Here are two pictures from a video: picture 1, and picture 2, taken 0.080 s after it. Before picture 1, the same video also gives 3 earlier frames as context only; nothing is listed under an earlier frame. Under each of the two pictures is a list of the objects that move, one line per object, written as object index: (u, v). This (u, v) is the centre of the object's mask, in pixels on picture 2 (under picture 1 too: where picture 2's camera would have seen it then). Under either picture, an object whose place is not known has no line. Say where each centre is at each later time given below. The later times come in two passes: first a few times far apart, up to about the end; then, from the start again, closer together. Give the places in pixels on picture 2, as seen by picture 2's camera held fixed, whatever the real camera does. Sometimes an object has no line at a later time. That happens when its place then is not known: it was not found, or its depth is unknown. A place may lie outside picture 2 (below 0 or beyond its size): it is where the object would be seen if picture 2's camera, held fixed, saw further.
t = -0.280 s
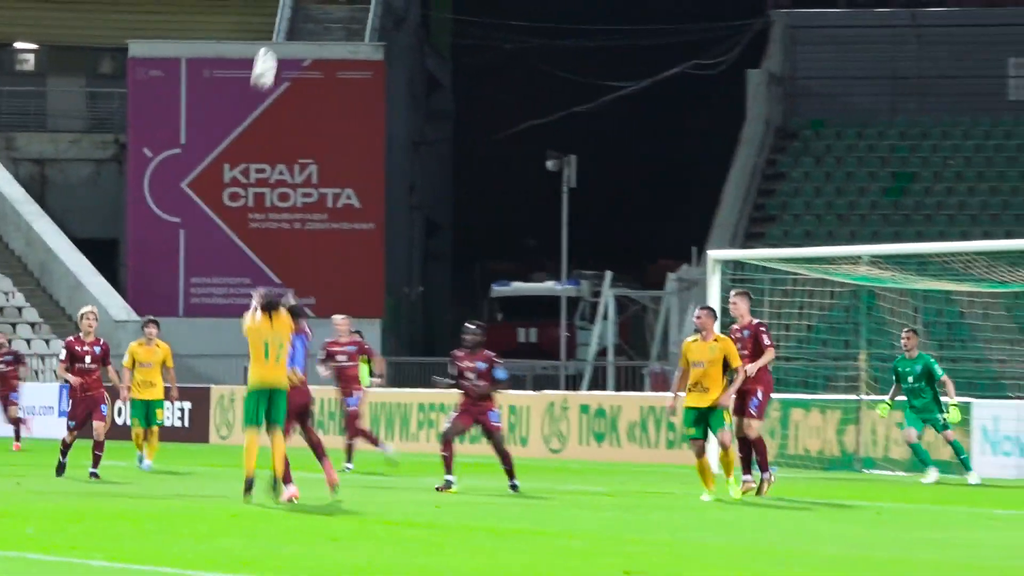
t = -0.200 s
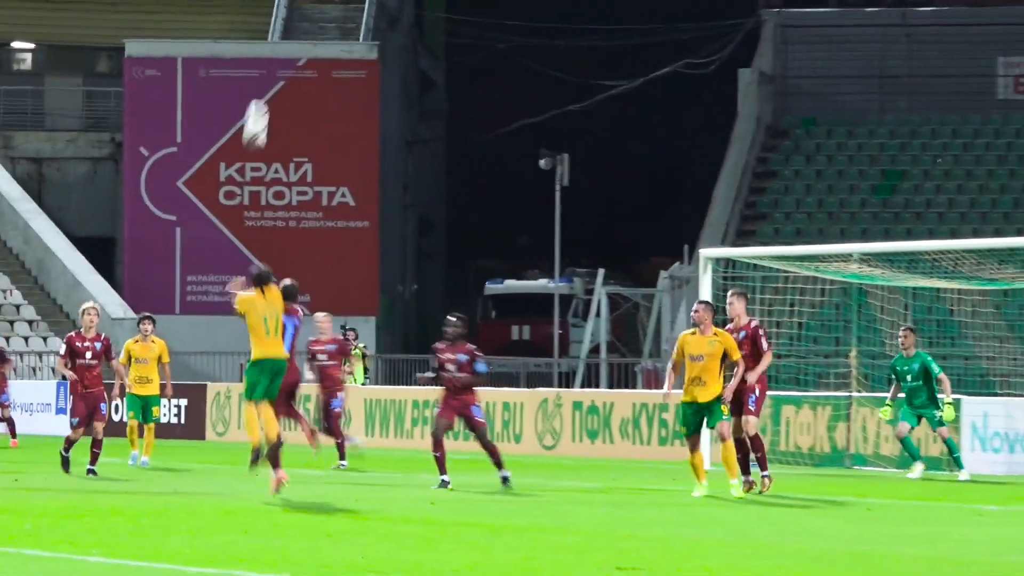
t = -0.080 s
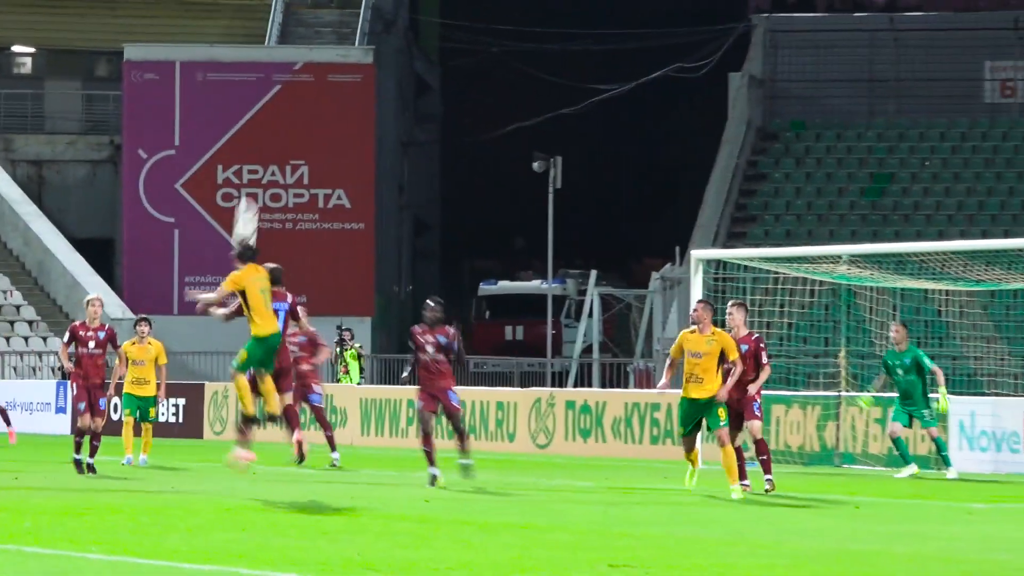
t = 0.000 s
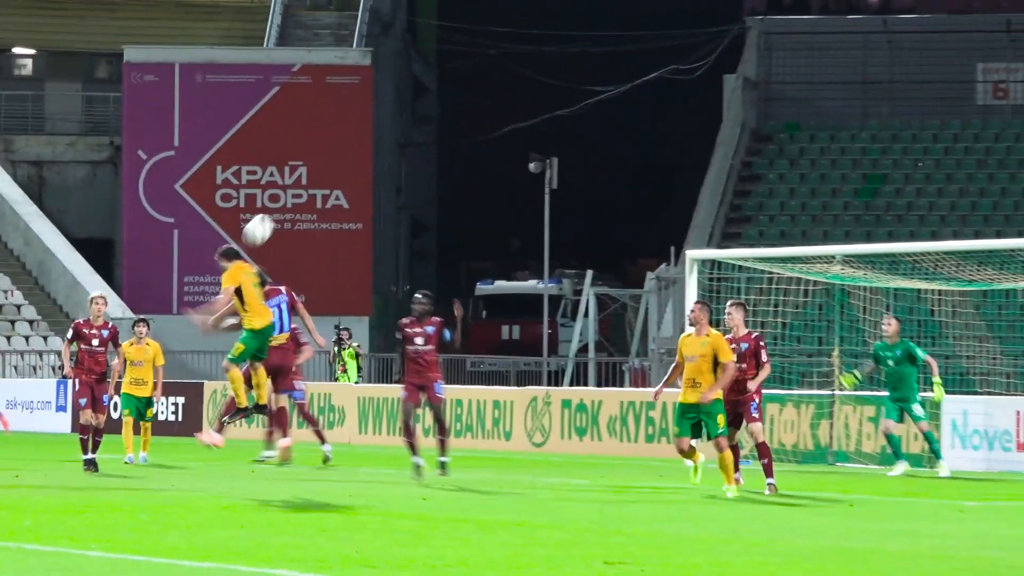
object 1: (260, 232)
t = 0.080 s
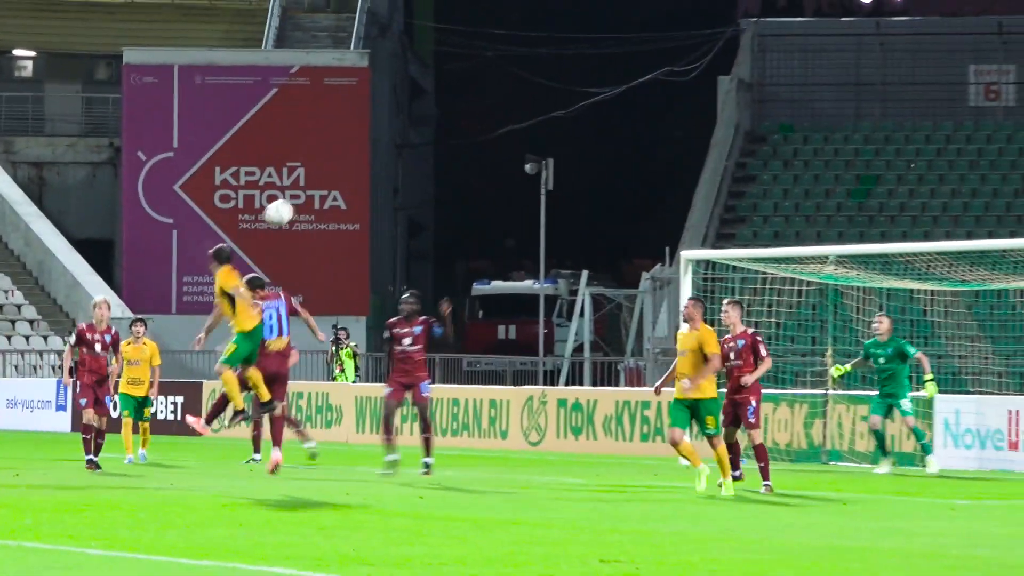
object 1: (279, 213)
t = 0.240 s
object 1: (322, 199)
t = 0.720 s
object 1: (435, 320)
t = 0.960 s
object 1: (491, 456)
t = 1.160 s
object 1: (515, 406)
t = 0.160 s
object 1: (300, 202)
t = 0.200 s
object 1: (312, 200)
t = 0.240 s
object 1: (322, 199)
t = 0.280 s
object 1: (332, 201)
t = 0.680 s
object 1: (431, 299)
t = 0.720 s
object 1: (435, 320)
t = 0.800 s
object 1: (454, 362)
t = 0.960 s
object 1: (491, 456)
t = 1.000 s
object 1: (498, 465)
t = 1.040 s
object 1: (502, 448)
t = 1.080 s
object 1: (506, 431)
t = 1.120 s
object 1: (509, 418)
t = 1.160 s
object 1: (515, 406)
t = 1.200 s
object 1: (519, 396)
